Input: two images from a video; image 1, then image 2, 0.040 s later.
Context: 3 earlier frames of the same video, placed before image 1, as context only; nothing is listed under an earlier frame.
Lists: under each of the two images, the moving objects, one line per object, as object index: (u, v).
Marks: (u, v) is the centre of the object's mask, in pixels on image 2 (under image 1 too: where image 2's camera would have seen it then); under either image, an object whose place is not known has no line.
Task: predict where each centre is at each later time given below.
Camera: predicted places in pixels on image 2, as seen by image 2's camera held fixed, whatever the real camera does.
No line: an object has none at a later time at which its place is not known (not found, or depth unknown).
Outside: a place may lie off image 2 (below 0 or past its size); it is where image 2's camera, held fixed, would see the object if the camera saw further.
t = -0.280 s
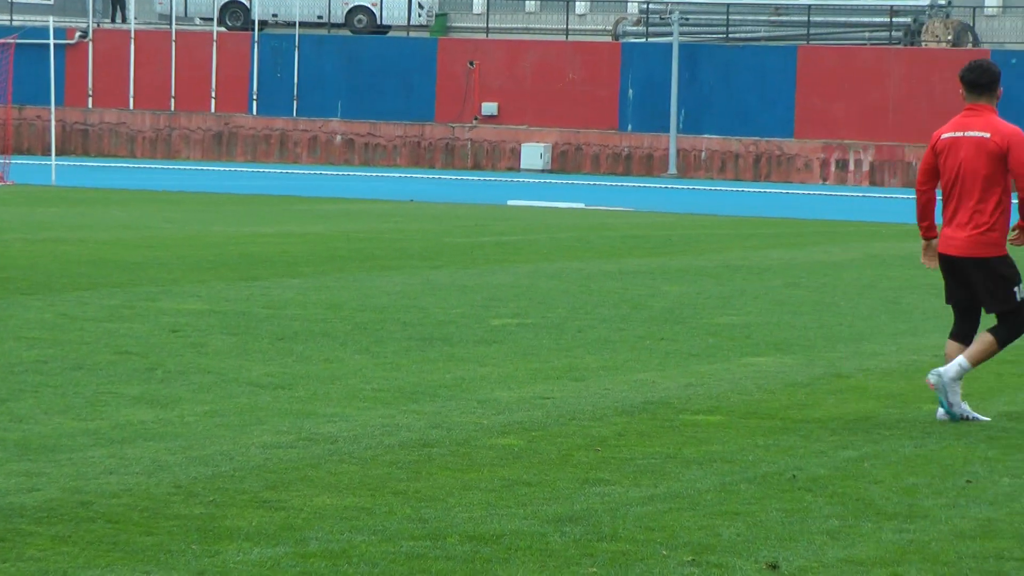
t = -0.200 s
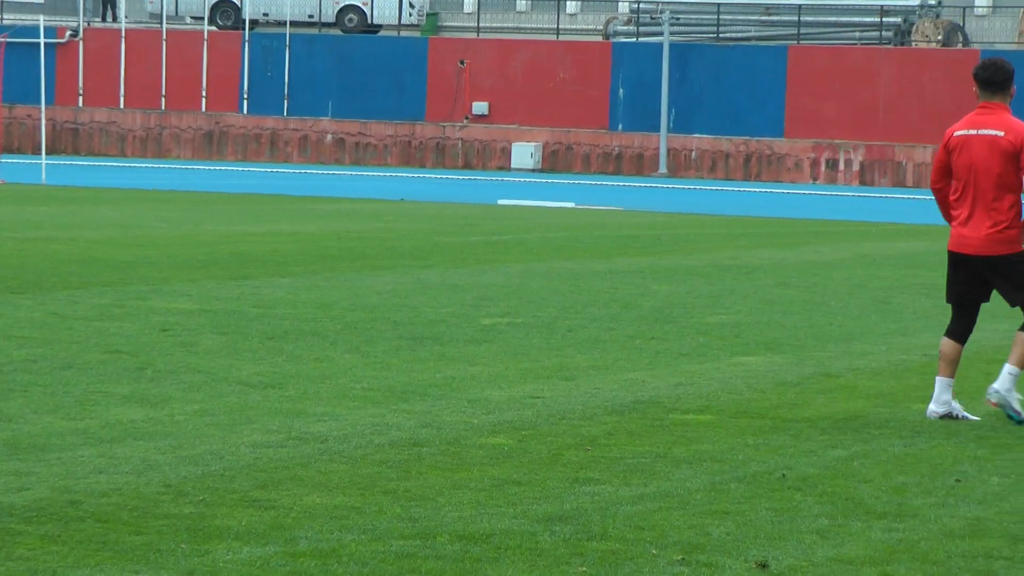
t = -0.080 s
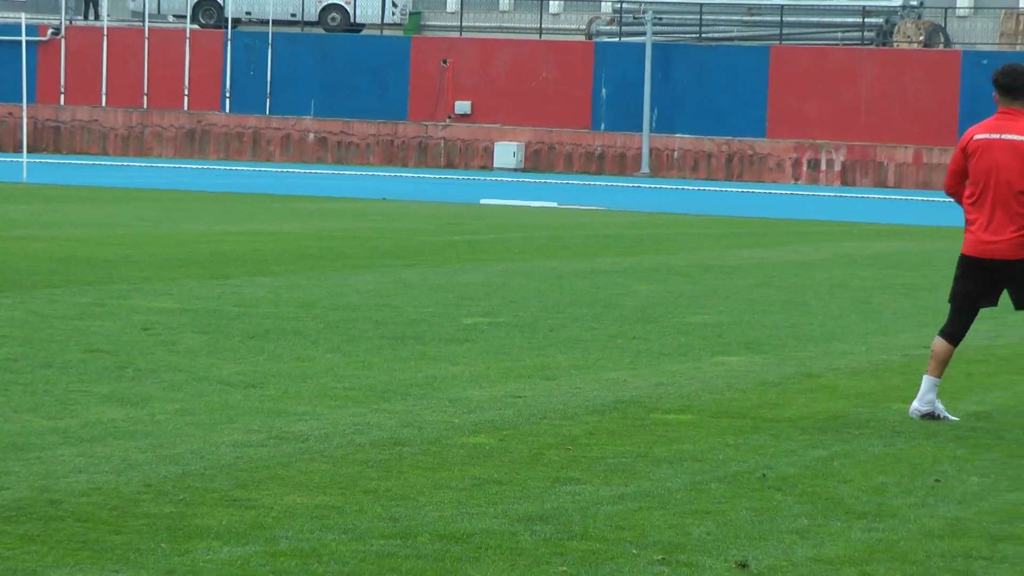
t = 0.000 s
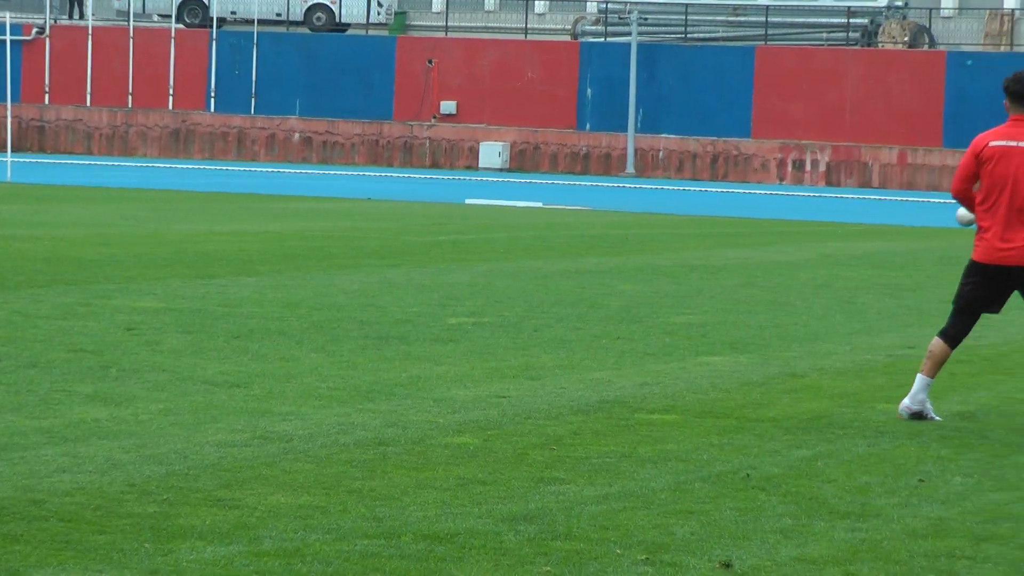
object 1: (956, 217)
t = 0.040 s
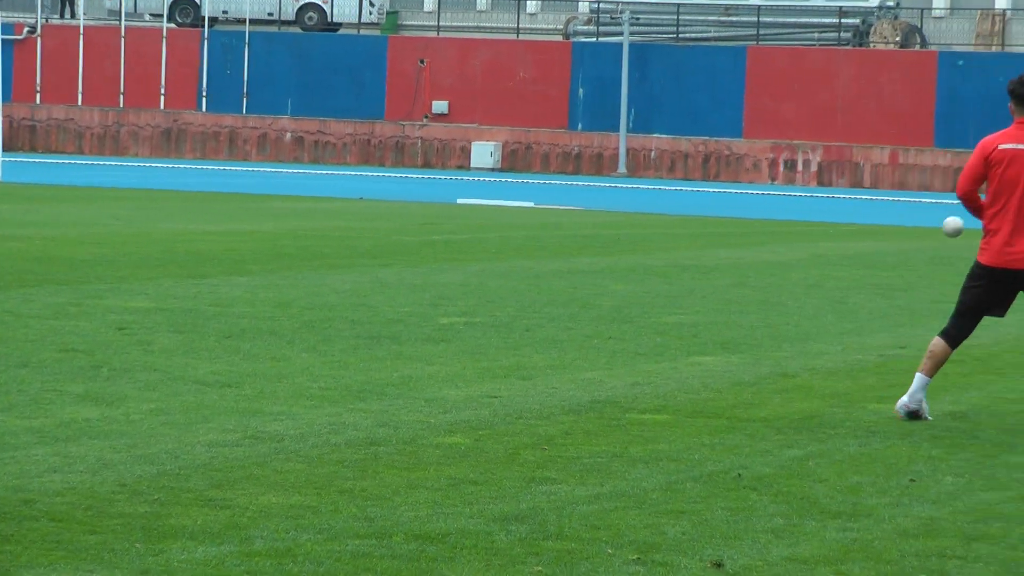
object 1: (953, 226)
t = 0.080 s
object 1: (948, 238)
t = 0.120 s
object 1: (935, 247)
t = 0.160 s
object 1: (927, 242)
